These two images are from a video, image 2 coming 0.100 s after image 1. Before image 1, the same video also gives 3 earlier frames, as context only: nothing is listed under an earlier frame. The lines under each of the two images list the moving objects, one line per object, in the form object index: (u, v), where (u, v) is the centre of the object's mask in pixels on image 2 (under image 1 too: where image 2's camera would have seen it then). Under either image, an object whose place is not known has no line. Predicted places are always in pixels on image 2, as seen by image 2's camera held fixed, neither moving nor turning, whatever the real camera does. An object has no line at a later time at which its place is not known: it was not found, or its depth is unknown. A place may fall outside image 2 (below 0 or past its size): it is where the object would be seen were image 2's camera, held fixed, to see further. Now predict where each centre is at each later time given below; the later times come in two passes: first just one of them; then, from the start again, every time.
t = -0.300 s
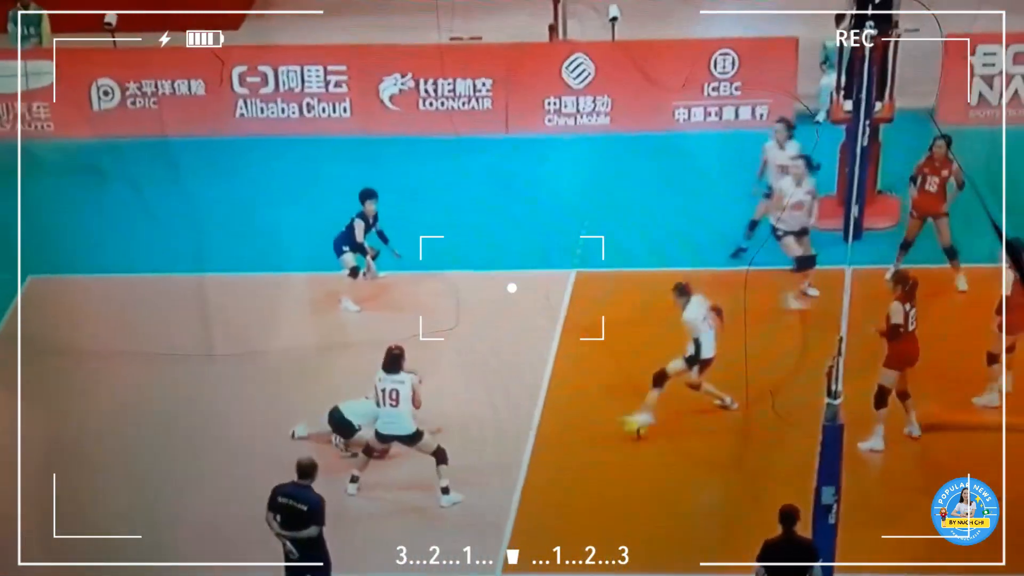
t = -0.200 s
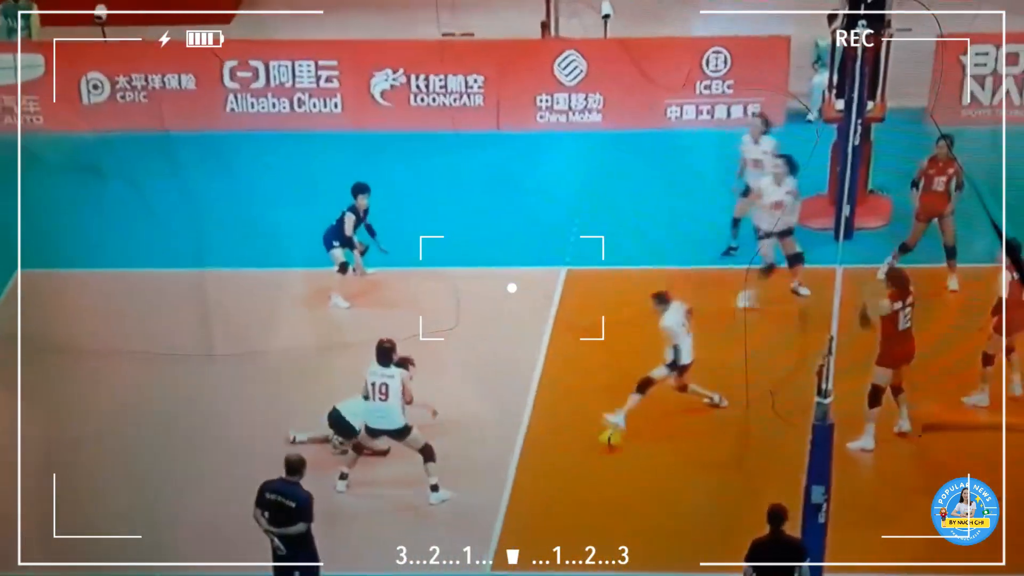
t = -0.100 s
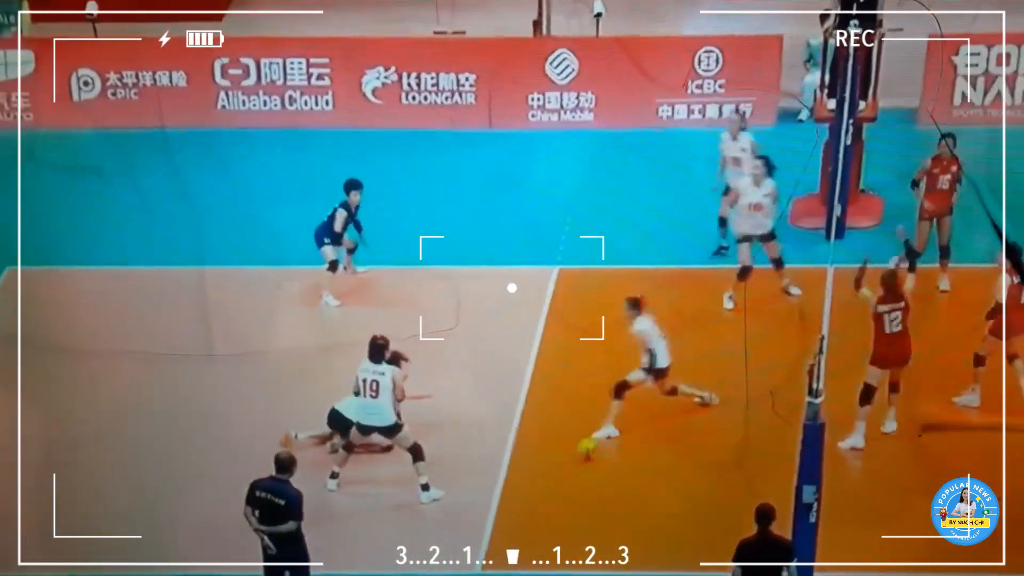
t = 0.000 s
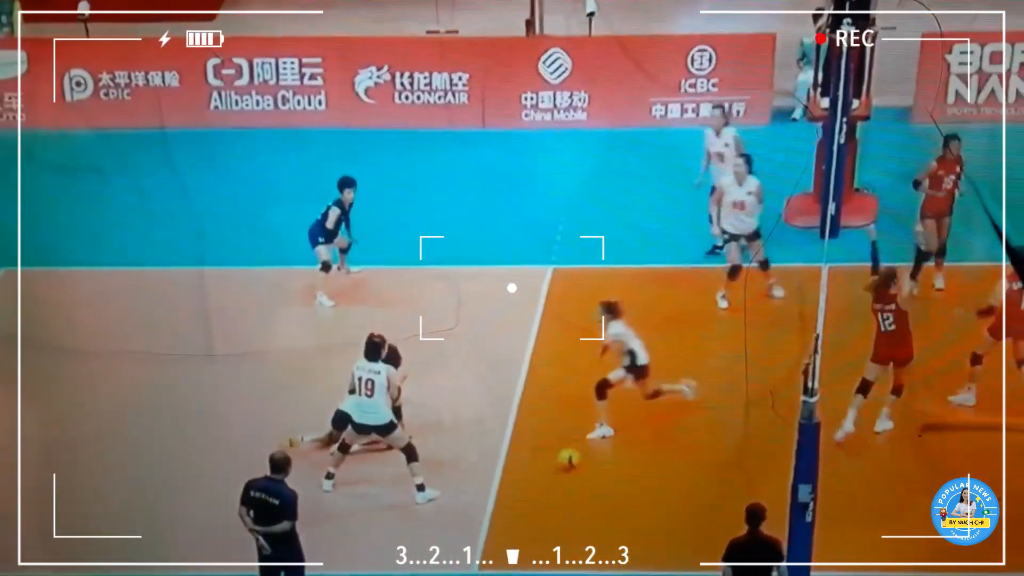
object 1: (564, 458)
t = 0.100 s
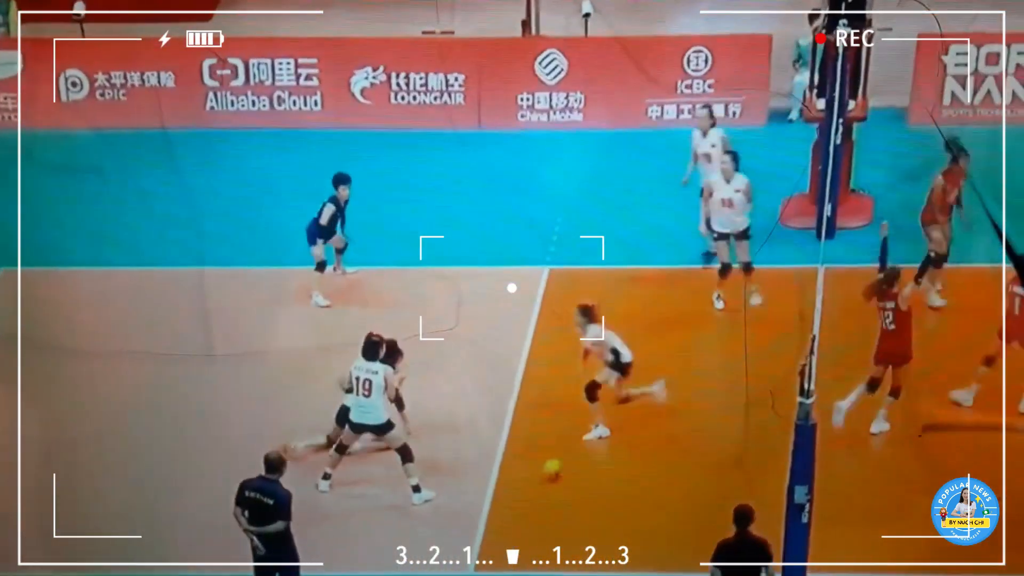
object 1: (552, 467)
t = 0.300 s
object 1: (519, 491)
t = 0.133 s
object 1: (542, 474)
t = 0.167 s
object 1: (542, 474)
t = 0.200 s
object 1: (531, 481)
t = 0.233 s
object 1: (527, 483)
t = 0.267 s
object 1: (524, 488)
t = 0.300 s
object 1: (519, 491)
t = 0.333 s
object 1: (514, 494)
